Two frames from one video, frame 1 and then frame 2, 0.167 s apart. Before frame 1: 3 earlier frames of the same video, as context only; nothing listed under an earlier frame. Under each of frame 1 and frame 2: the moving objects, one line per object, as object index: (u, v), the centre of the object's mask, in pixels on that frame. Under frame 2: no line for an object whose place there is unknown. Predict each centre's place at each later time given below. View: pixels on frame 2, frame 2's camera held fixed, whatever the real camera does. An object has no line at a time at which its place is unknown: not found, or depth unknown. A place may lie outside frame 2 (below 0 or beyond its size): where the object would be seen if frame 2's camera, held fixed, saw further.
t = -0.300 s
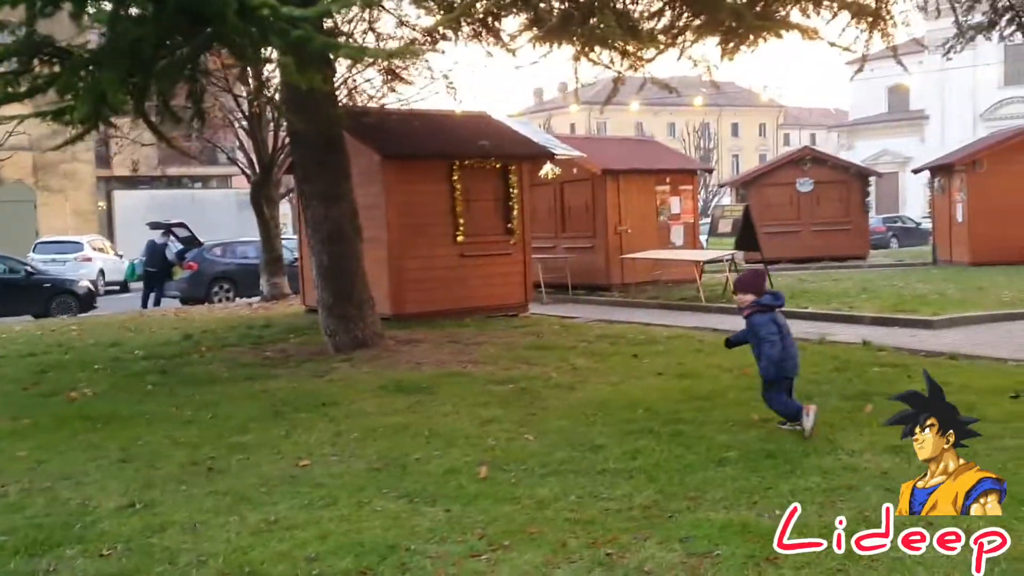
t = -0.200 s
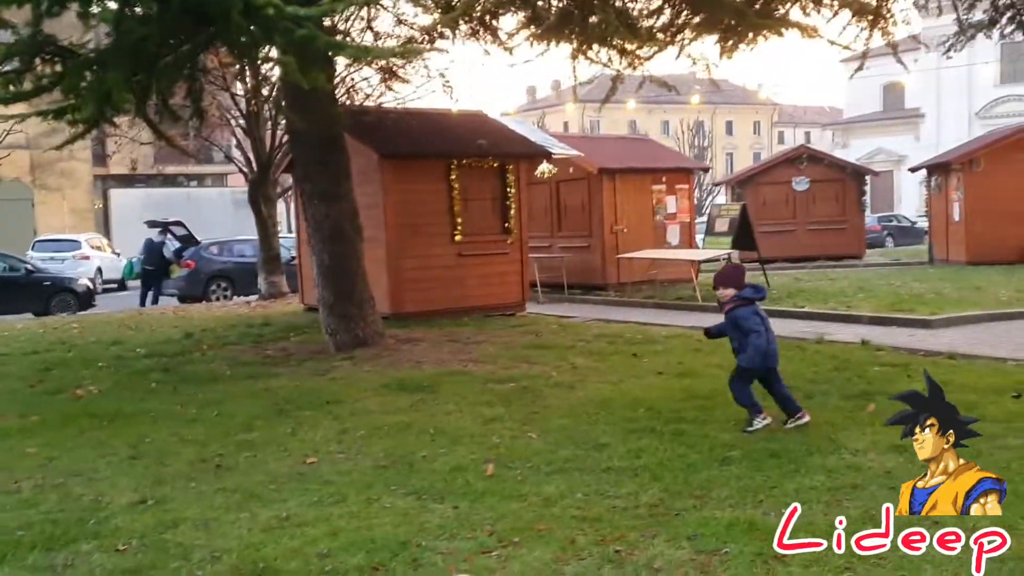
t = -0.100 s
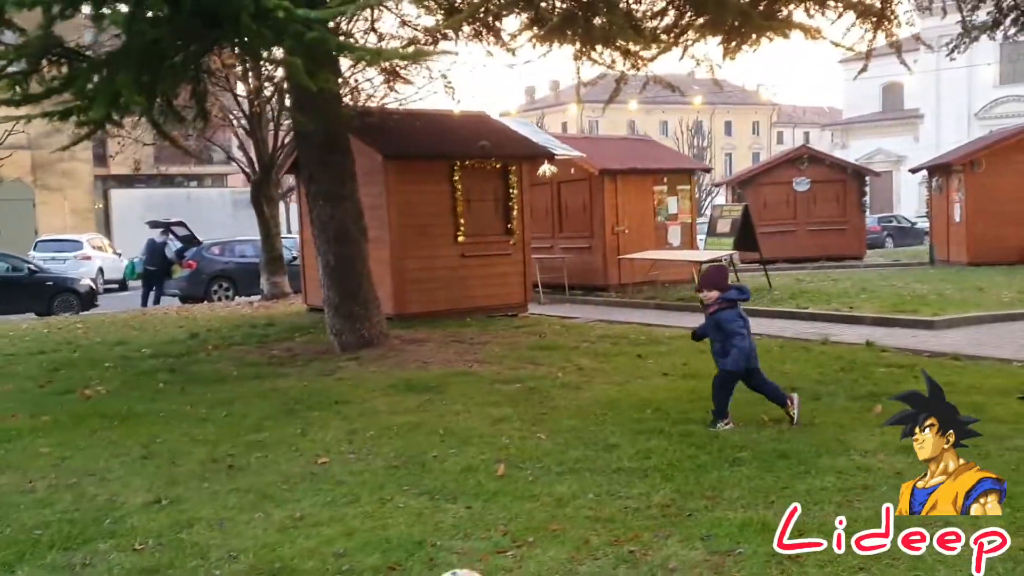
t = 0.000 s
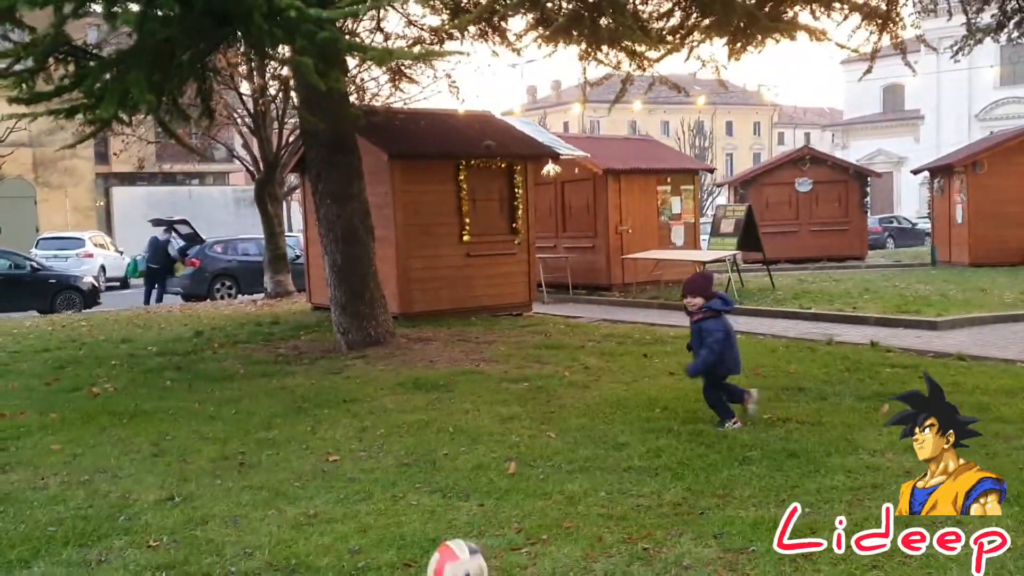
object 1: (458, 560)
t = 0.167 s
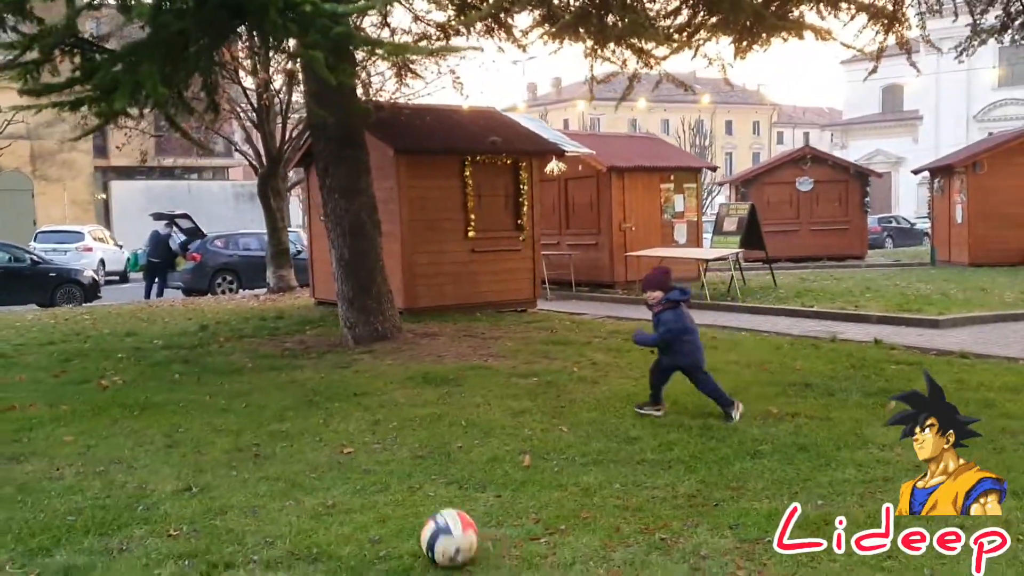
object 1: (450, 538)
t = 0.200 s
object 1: (443, 534)
